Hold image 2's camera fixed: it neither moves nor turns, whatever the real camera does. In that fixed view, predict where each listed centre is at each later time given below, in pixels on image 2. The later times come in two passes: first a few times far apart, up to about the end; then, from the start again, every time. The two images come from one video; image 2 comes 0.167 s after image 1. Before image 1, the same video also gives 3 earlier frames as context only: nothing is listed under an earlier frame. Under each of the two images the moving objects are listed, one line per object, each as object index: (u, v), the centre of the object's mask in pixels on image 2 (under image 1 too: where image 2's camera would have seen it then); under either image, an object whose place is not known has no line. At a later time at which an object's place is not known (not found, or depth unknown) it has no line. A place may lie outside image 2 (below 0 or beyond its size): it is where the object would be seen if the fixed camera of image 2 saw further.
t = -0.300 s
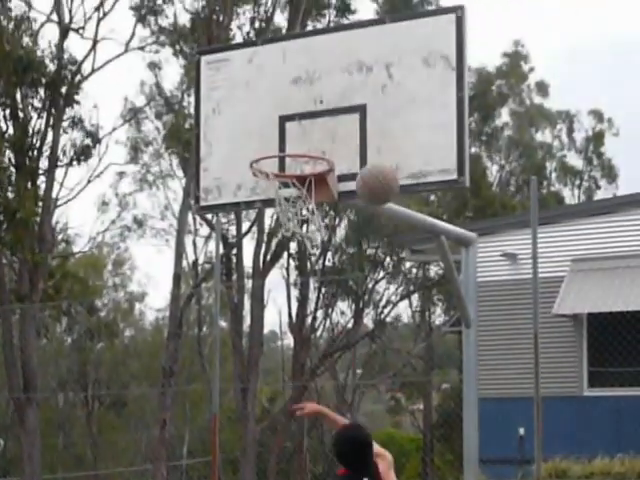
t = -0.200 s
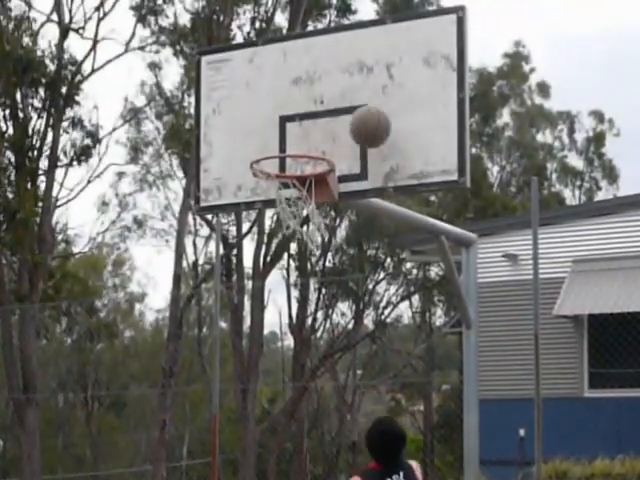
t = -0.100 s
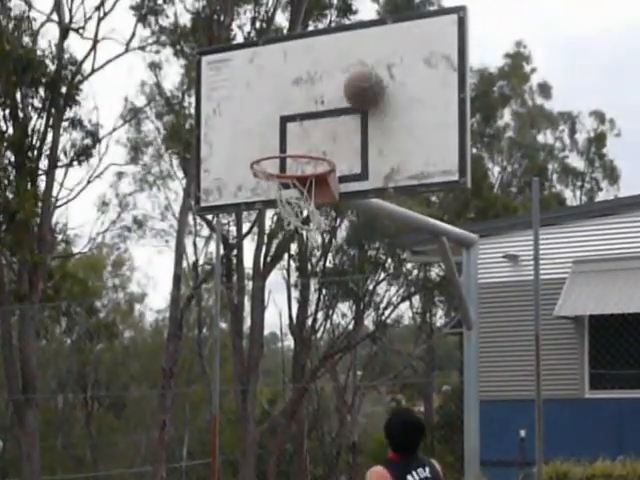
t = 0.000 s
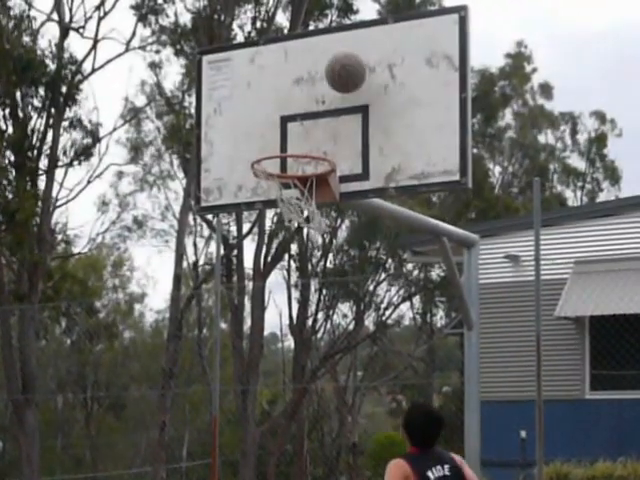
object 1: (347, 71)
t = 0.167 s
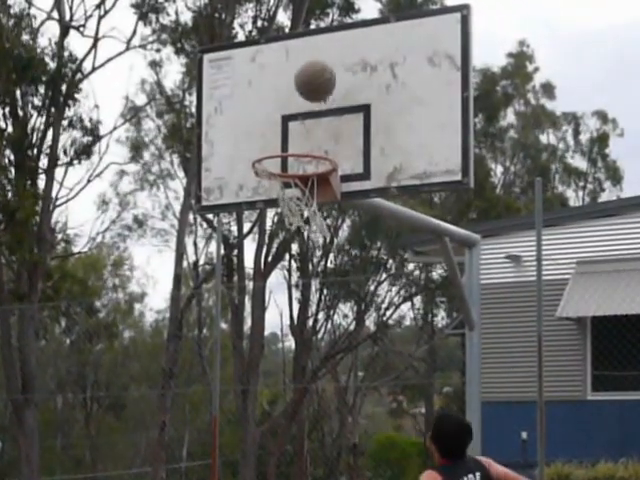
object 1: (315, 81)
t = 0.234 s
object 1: (302, 97)
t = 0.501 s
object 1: (302, 166)
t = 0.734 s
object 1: (316, 182)
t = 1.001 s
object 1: (291, 230)
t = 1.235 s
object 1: (239, 302)
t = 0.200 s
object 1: (309, 88)
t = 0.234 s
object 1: (302, 97)
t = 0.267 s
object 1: (296, 109)
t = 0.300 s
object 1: (290, 123)
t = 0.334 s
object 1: (283, 135)
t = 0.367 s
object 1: (283, 148)
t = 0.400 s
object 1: (291, 151)
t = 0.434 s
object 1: (299, 158)
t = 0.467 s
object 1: (308, 167)
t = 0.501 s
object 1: (302, 166)
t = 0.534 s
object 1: (293, 161)
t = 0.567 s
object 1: (284, 161)
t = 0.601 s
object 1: (282, 161)
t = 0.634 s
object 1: (288, 164)
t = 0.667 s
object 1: (298, 169)
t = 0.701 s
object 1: (307, 176)
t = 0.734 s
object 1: (316, 182)
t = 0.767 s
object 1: (320, 190)
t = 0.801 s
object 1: (319, 197)
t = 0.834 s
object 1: (318, 207)
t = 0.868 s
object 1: (320, 213)
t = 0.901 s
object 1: (313, 227)
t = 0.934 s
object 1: (308, 226)
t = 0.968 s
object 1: (299, 226)
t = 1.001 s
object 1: (291, 230)
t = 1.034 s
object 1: (279, 236)
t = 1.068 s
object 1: (275, 244)
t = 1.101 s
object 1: (267, 253)
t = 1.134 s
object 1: (261, 262)
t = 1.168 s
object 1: (253, 274)
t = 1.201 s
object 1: (247, 287)
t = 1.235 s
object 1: (239, 302)
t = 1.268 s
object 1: (232, 318)
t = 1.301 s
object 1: (224, 338)
